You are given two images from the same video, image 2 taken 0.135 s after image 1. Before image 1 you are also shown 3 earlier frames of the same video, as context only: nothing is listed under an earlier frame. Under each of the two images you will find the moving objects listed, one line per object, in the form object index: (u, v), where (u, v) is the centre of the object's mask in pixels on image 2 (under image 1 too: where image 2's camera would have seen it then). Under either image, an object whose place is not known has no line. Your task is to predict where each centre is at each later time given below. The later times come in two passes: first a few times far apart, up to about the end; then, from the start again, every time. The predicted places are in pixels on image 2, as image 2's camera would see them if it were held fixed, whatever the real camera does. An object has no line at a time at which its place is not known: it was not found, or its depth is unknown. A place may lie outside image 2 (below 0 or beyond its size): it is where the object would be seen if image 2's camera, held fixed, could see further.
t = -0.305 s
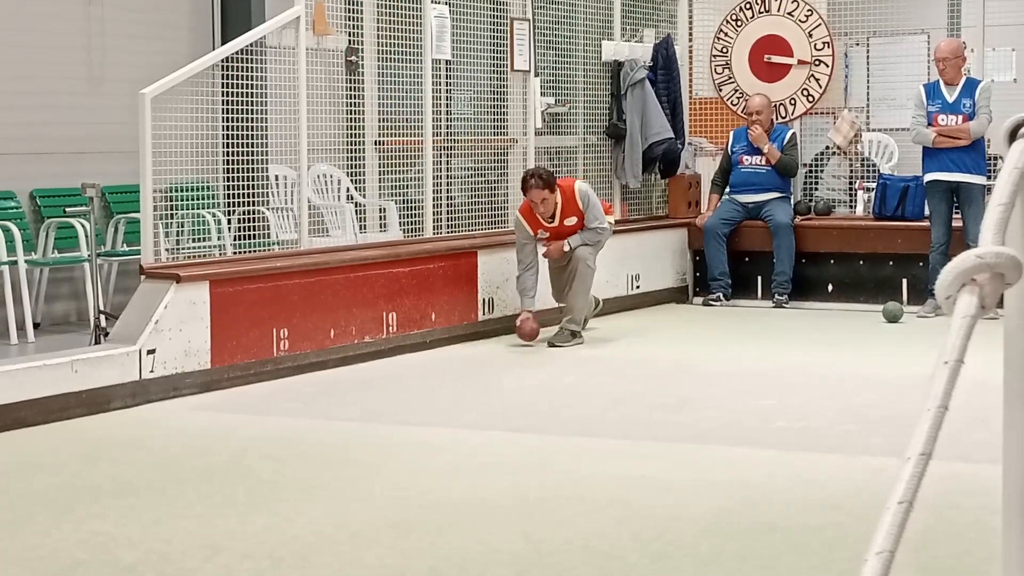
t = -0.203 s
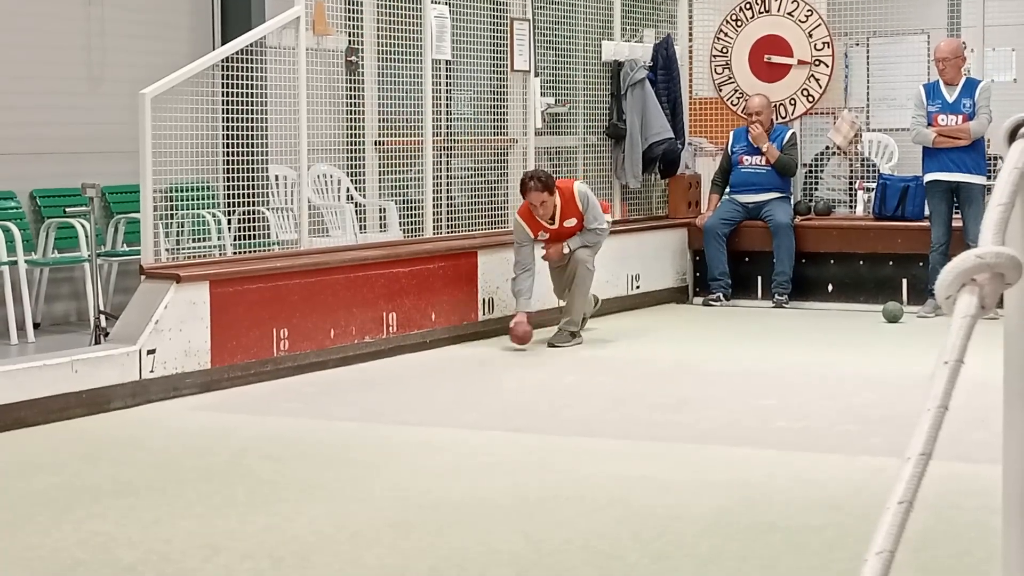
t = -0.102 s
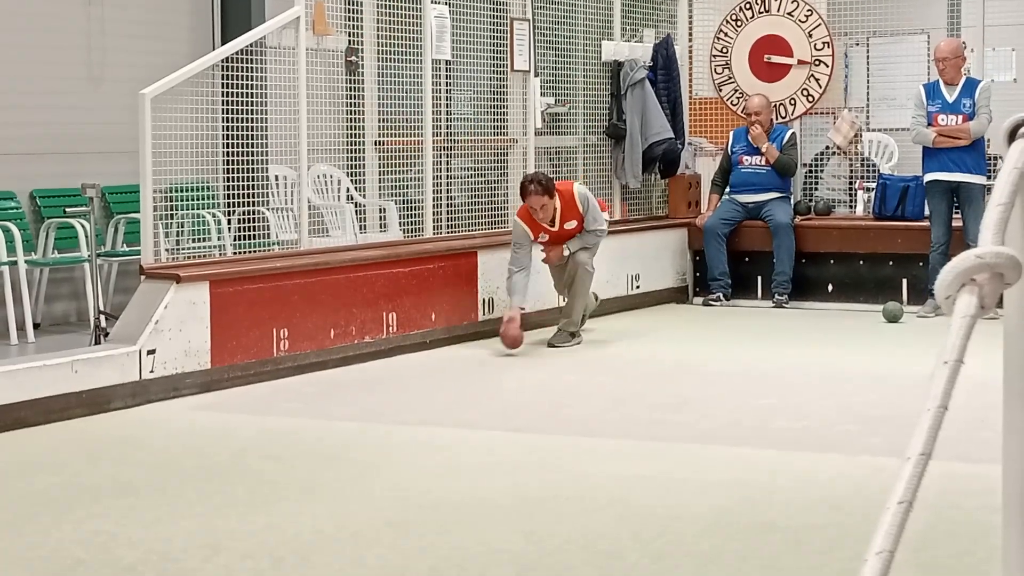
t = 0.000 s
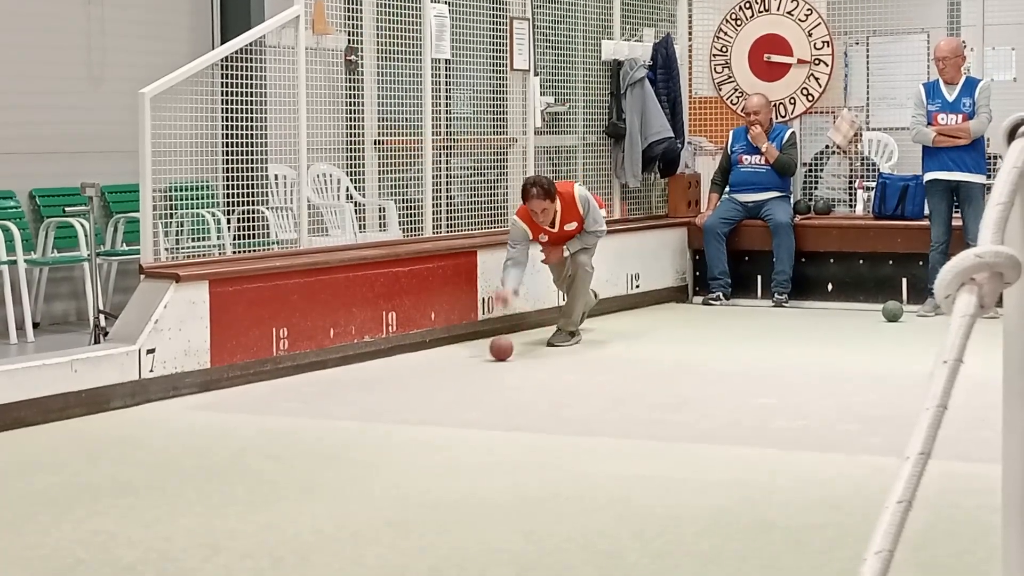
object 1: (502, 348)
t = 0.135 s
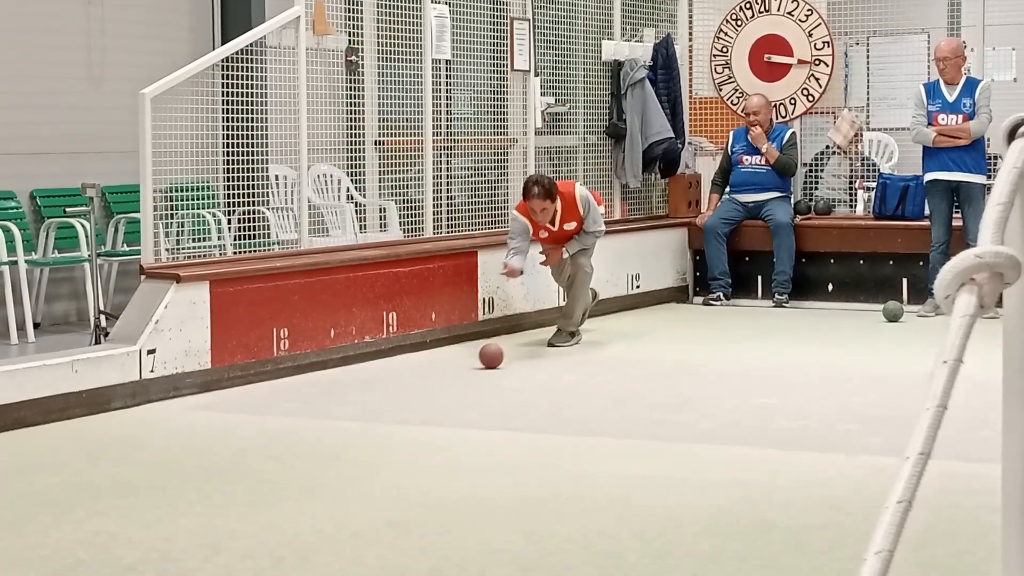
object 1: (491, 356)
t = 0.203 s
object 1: (486, 359)
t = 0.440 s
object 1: (467, 372)
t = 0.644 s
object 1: (449, 383)
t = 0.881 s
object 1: (427, 398)
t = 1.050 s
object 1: (410, 410)
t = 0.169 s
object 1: (488, 358)
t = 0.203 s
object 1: (486, 359)
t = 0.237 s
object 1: (483, 361)
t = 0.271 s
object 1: (481, 363)
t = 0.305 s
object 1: (478, 364)
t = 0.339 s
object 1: (475, 366)
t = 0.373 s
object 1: (473, 368)
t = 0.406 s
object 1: (470, 370)
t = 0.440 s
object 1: (467, 372)
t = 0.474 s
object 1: (464, 374)
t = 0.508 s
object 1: (461, 376)
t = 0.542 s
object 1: (458, 377)
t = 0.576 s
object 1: (455, 379)
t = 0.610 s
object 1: (452, 381)
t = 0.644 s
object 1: (449, 383)
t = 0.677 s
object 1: (446, 385)
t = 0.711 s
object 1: (443, 388)
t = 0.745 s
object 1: (440, 390)
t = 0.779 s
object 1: (437, 391)
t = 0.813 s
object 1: (434, 394)
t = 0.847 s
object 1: (430, 396)
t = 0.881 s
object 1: (427, 398)
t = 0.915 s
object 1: (424, 400)
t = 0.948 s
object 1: (420, 403)
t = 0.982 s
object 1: (417, 405)
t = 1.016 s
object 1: (413, 407)
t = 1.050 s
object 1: (410, 410)
